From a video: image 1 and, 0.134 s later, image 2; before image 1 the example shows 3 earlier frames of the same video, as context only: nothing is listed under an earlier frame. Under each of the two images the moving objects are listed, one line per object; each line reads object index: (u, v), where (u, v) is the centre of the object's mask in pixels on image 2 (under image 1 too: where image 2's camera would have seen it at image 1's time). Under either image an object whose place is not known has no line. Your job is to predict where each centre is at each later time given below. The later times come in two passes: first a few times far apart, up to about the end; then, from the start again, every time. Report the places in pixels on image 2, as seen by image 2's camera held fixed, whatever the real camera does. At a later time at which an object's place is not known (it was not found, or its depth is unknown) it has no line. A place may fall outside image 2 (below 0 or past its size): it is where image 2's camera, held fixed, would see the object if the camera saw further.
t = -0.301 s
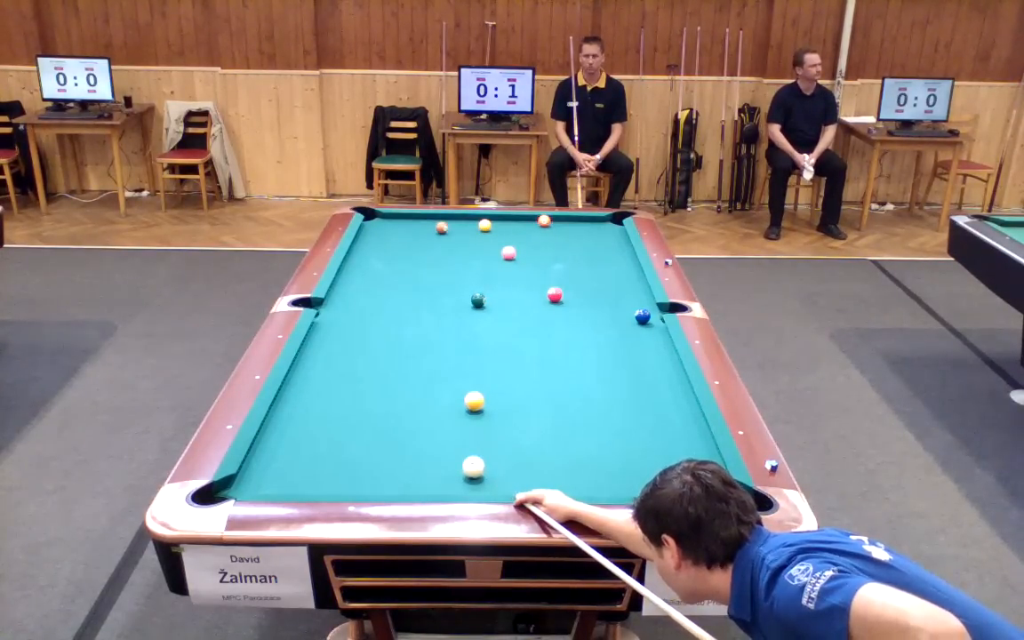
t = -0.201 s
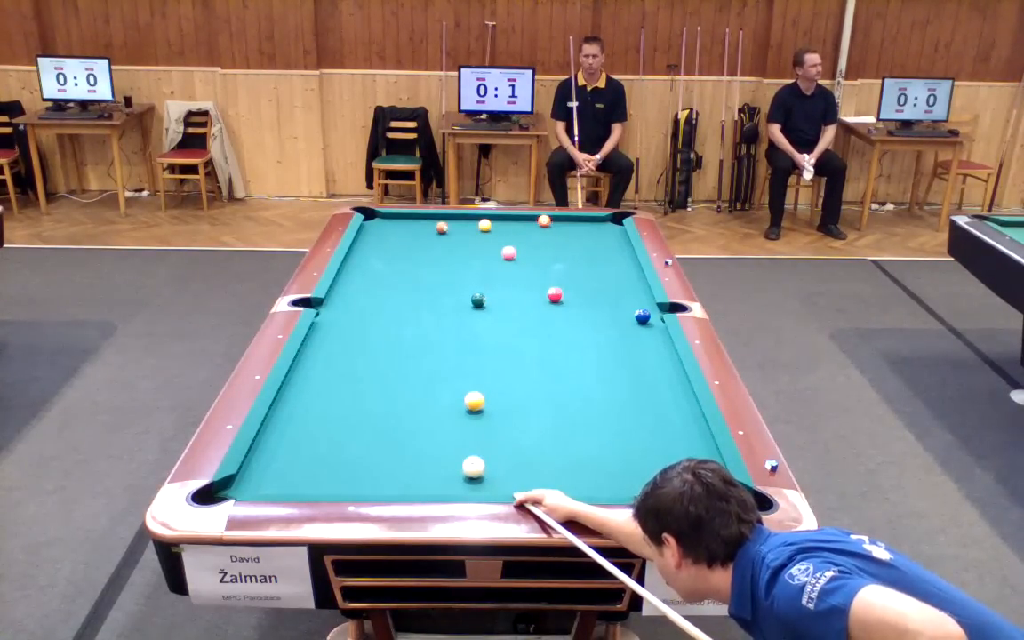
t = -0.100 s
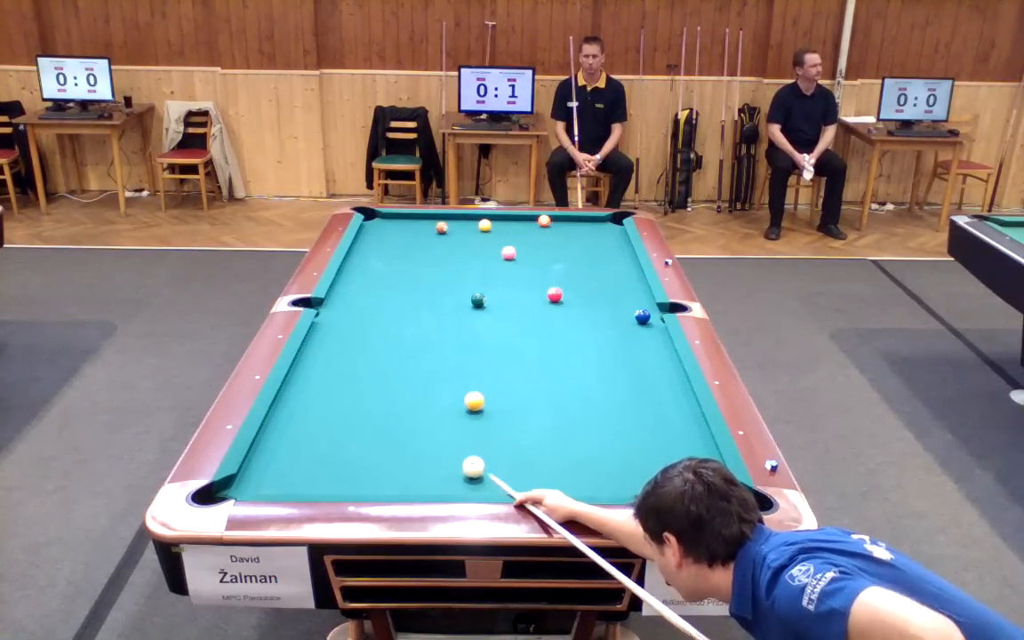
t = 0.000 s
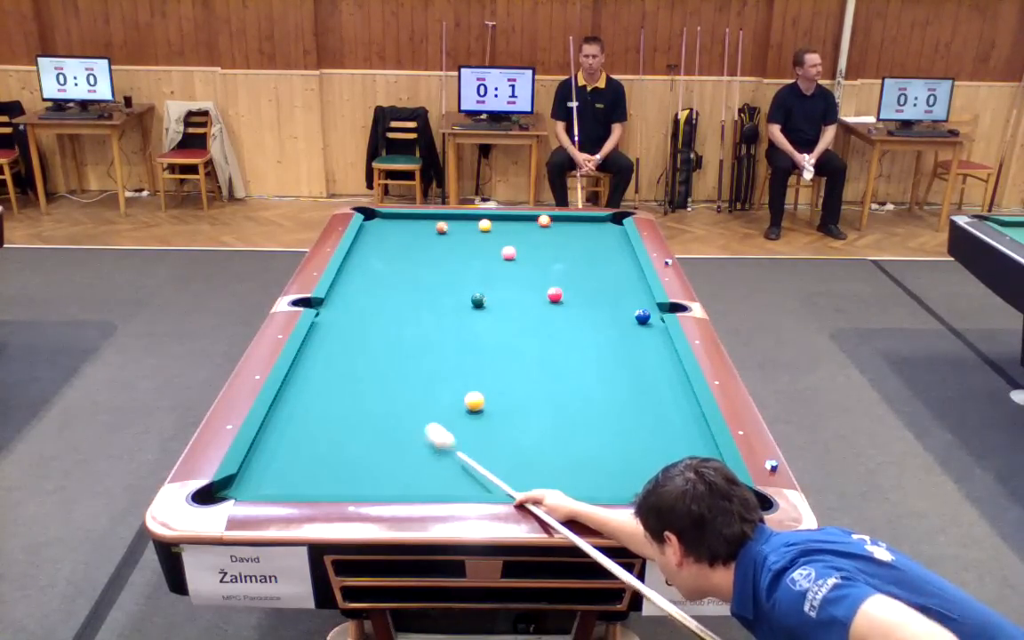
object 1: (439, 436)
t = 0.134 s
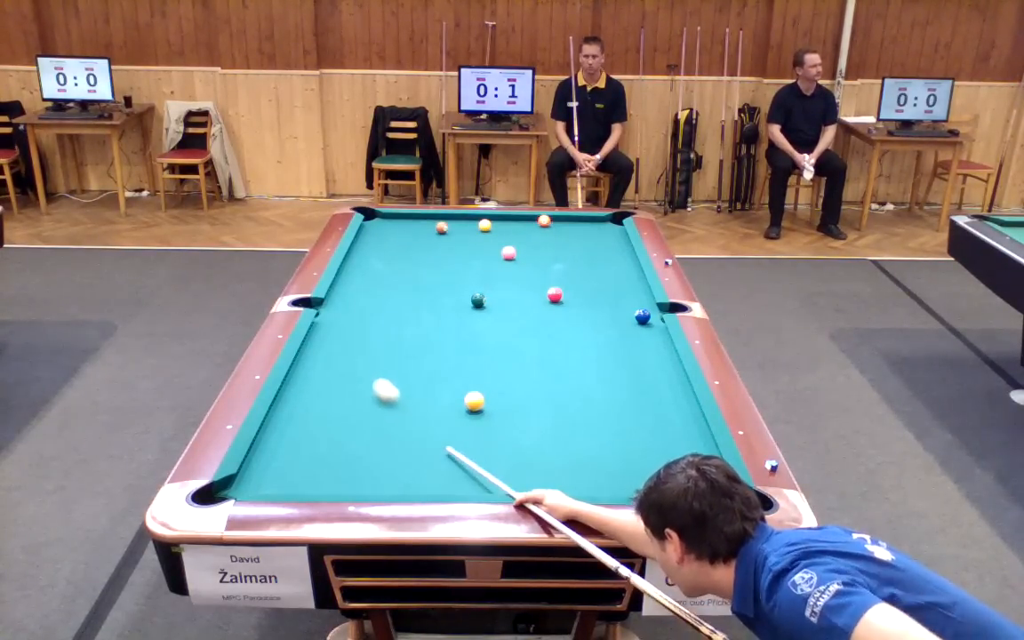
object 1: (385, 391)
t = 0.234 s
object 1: (354, 363)
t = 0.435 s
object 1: (336, 320)
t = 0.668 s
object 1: (393, 287)
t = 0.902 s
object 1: (434, 260)
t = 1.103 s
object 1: (465, 239)
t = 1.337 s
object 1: (489, 228)
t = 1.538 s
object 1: (505, 229)
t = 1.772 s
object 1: (526, 234)
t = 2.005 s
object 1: (547, 239)
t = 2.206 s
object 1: (564, 243)
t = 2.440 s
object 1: (585, 248)
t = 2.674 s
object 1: (606, 253)
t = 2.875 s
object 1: (623, 257)
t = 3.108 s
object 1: (627, 264)
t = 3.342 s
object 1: (620, 270)
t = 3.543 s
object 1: (615, 275)
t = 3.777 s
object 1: (608, 281)
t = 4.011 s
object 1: (602, 288)
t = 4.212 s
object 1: (597, 293)
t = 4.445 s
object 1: (591, 299)
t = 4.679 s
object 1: (585, 305)
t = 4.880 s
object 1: (580, 310)
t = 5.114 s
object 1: (574, 316)
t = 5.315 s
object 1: (569, 321)
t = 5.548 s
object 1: (564, 326)
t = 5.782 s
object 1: (559, 331)
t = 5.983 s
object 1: (555, 335)
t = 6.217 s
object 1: (550, 340)
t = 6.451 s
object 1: (546, 344)
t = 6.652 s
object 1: (543, 347)
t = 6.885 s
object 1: (539, 351)
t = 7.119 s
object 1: (536, 354)
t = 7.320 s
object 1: (533, 356)
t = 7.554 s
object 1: (530, 358)
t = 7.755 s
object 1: (528, 360)
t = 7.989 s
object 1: (526, 361)
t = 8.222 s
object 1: (524, 363)
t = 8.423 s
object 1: (522, 364)
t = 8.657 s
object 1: (522, 364)
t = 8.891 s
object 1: (522, 364)
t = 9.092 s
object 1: (522, 364)
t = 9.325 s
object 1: (522, 364)
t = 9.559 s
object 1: (521, 364)
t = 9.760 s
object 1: (521, 365)
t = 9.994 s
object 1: (521, 364)
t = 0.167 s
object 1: (374, 381)
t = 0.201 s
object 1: (364, 371)
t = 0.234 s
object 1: (354, 363)
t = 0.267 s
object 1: (344, 355)
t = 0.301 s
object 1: (335, 346)
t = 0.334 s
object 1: (326, 338)
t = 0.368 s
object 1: (318, 331)
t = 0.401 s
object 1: (325, 325)
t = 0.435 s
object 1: (336, 320)
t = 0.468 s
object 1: (346, 315)
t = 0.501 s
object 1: (356, 310)
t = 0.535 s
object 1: (364, 305)
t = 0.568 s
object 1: (373, 300)
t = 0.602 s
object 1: (380, 296)
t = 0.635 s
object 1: (386, 291)
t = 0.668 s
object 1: (393, 287)
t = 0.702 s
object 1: (399, 283)
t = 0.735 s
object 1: (406, 279)
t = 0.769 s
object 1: (411, 275)
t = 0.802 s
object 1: (418, 271)
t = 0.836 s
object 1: (423, 267)
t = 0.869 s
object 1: (429, 263)
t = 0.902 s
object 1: (434, 260)
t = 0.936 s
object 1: (440, 256)
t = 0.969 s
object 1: (445, 253)
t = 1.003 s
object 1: (450, 249)
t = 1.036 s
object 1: (455, 246)
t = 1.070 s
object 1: (460, 243)
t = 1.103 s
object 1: (465, 239)
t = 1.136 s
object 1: (469, 236)
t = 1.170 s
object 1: (473, 233)
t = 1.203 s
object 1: (477, 231)
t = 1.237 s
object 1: (481, 230)
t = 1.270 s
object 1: (485, 229)
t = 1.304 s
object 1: (487, 228)
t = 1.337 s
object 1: (489, 228)
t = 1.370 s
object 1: (491, 227)
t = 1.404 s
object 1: (493, 227)
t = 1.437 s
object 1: (495, 226)
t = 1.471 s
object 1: (498, 227)
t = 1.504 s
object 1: (502, 228)
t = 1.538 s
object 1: (505, 229)
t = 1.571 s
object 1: (508, 230)
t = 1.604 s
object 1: (511, 231)
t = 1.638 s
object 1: (514, 231)
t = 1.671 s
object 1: (517, 232)
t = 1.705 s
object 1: (520, 233)
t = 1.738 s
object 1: (523, 234)
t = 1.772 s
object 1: (526, 234)
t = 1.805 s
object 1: (529, 235)
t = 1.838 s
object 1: (532, 236)
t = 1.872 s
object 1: (535, 236)
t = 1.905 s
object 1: (538, 237)
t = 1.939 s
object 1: (541, 238)
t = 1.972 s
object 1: (544, 238)
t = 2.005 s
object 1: (547, 239)
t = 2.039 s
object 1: (550, 240)
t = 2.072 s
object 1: (553, 241)
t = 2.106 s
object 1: (556, 241)
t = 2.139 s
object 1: (559, 242)
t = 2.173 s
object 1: (562, 243)
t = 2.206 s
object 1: (564, 243)
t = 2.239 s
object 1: (568, 244)
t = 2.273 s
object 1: (571, 245)
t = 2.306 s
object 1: (574, 246)
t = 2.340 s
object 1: (577, 246)
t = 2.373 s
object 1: (579, 247)
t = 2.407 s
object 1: (582, 248)
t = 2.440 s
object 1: (585, 248)
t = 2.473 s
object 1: (588, 249)
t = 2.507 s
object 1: (591, 250)
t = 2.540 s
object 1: (594, 251)
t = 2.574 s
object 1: (597, 251)
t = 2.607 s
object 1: (600, 252)
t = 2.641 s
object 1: (603, 253)
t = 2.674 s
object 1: (606, 253)
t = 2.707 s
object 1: (609, 254)
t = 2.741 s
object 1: (612, 255)
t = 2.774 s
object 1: (615, 255)
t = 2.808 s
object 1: (617, 256)
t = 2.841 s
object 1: (620, 257)
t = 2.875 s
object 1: (623, 257)
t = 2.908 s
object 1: (626, 258)
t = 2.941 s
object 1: (629, 259)
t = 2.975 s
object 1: (631, 260)
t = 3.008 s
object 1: (630, 260)
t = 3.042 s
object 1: (629, 261)
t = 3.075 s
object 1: (628, 262)
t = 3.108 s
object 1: (627, 264)
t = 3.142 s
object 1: (626, 264)
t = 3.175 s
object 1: (625, 265)
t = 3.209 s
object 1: (624, 266)
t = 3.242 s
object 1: (623, 267)
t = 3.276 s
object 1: (622, 268)
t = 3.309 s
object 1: (621, 269)
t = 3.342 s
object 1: (620, 270)
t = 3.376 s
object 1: (619, 271)
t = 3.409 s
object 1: (618, 272)
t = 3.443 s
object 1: (617, 273)
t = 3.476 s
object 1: (616, 274)
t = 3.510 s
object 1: (615, 275)
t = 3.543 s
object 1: (615, 275)
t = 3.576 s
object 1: (614, 276)
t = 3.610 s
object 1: (613, 277)
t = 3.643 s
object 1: (612, 278)
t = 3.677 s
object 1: (611, 279)
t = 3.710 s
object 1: (610, 280)
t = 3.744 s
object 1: (609, 280)
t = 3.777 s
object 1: (608, 281)
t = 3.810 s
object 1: (607, 283)
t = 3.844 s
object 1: (606, 284)
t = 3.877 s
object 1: (605, 284)
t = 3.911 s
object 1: (605, 285)
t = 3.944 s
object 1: (604, 286)
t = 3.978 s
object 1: (603, 287)
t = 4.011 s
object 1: (602, 288)
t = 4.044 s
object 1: (601, 289)
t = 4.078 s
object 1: (600, 290)
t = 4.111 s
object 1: (599, 291)
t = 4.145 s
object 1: (598, 291)
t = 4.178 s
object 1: (598, 292)
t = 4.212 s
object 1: (597, 293)
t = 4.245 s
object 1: (596, 294)
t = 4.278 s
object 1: (595, 295)
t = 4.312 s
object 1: (594, 296)
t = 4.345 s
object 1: (593, 297)
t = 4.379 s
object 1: (592, 298)
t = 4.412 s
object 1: (592, 299)
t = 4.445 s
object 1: (591, 299)
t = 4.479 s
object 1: (590, 301)
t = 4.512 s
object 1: (589, 301)
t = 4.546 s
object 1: (588, 302)
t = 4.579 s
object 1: (587, 303)
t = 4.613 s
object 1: (587, 304)
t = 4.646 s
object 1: (586, 305)
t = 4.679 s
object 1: (585, 305)
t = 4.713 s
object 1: (584, 306)
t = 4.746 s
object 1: (583, 307)
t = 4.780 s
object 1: (582, 308)
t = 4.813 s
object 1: (582, 309)
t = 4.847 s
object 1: (581, 310)
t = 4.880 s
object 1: (580, 310)
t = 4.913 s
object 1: (579, 311)
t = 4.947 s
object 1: (578, 312)
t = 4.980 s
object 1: (577, 313)
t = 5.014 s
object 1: (577, 314)
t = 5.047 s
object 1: (576, 315)
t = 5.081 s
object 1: (575, 315)
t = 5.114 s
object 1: (574, 316)
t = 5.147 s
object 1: (573, 317)
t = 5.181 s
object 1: (573, 318)
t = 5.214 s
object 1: (572, 318)
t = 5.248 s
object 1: (571, 319)
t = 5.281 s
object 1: (570, 320)
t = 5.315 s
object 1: (569, 321)
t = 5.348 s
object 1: (568, 322)
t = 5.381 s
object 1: (568, 322)
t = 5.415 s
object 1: (567, 323)
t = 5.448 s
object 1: (566, 324)
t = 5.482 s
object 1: (565, 325)
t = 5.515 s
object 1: (565, 325)
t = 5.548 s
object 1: (564, 326)
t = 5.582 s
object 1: (563, 327)
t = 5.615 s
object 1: (562, 328)
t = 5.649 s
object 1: (562, 328)
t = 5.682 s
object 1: (561, 329)
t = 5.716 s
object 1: (560, 330)
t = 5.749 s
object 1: (559, 330)
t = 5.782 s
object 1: (559, 331)
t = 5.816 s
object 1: (558, 332)
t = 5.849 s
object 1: (557, 332)
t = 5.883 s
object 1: (557, 333)
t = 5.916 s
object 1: (556, 334)
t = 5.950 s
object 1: (556, 335)
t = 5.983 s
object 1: (555, 335)
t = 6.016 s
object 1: (554, 336)
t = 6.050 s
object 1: (553, 337)
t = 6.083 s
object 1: (553, 337)
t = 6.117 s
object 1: (552, 338)
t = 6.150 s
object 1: (551, 338)
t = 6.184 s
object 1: (551, 339)
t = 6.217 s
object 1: (550, 340)
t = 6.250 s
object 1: (550, 340)
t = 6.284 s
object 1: (549, 341)
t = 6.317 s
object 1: (548, 342)
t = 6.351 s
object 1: (548, 342)
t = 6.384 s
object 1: (547, 343)
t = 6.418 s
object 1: (547, 343)
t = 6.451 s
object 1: (546, 344)
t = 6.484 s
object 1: (545, 345)
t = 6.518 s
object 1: (545, 345)
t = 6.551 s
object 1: (544, 345)
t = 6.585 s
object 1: (544, 346)
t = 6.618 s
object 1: (543, 347)
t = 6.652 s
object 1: (543, 347)
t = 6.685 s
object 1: (542, 348)
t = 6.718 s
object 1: (542, 348)
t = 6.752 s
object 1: (541, 349)
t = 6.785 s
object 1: (541, 349)
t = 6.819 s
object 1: (540, 350)
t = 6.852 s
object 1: (540, 350)
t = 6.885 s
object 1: (539, 351)
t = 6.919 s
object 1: (539, 351)
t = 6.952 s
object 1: (538, 351)
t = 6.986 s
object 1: (538, 352)
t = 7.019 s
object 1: (537, 352)
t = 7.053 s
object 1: (537, 353)
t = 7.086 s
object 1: (536, 353)
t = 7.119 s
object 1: (536, 354)
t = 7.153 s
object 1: (535, 354)
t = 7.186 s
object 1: (535, 354)
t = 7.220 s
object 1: (534, 355)
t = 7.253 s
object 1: (534, 355)
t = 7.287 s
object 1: (533, 356)
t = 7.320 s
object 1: (533, 356)
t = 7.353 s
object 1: (532, 356)
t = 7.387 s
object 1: (532, 357)
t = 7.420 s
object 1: (532, 357)
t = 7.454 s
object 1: (531, 357)
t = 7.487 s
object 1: (531, 358)
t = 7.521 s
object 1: (531, 358)
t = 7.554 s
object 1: (530, 358)
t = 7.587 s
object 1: (530, 358)
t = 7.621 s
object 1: (529, 359)
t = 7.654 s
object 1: (529, 359)
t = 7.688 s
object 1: (529, 359)
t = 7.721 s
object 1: (528, 359)
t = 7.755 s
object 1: (528, 360)
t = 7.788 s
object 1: (528, 360)
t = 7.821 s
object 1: (527, 360)
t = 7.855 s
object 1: (527, 360)
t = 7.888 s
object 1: (527, 361)
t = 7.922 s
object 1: (526, 361)
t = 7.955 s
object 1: (526, 361)
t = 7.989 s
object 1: (526, 361)
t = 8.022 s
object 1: (525, 362)
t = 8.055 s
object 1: (525, 362)
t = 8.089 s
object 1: (525, 362)
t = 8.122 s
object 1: (524, 362)
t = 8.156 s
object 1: (524, 363)
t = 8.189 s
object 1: (524, 363)
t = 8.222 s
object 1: (524, 363)
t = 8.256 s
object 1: (523, 363)
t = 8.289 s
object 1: (523, 363)
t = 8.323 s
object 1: (523, 363)
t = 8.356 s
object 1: (523, 363)
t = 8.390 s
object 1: (523, 363)
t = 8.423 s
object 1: (522, 364)
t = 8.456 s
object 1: (522, 364)
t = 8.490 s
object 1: (522, 364)
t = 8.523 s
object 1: (522, 364)
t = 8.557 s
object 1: (522, 364)
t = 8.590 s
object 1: (522, 364)
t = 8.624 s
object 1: (522, 364)
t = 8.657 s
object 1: (522, 364)
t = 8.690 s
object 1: (522, 364)
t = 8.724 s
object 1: (522, 364)
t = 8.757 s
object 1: (522, 364)
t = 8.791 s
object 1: (522, 364)
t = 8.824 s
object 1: (522, 364)
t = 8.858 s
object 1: (522, 364)
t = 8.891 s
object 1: (522, 364)
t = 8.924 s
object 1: (522, 364)
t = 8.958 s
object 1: (522, 364)
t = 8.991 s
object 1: (522, 364)
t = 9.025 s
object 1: (522, 364)
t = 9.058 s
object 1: (522, 364)
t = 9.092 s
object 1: (522, 364)
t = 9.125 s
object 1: (522, 364)
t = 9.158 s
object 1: (522, 364)
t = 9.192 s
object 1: (522, 364)
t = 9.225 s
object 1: (522, 364)
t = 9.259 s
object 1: (522, 364)
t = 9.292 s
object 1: (522, 364)
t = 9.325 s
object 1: (522, 364)
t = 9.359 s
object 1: (522, 364)
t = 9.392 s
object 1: (521, 364)
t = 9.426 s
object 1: (522, 364)
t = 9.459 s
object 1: (521, 364)
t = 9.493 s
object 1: (521, 364)
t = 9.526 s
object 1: (521, 365)
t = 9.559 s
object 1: (521, 364)
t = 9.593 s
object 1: (521, 364)
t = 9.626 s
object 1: (522, 364)
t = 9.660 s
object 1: (521, 364)
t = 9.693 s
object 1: (522, 365)
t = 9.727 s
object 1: (521, 365)
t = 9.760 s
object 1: (521, 365)
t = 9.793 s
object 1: (522, 365)
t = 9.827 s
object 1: (521, 365)
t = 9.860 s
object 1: (521, 365)
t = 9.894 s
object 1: (521, 365)
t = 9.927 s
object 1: (522, 365)
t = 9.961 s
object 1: (522, 364)
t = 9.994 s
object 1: (521, 364)
